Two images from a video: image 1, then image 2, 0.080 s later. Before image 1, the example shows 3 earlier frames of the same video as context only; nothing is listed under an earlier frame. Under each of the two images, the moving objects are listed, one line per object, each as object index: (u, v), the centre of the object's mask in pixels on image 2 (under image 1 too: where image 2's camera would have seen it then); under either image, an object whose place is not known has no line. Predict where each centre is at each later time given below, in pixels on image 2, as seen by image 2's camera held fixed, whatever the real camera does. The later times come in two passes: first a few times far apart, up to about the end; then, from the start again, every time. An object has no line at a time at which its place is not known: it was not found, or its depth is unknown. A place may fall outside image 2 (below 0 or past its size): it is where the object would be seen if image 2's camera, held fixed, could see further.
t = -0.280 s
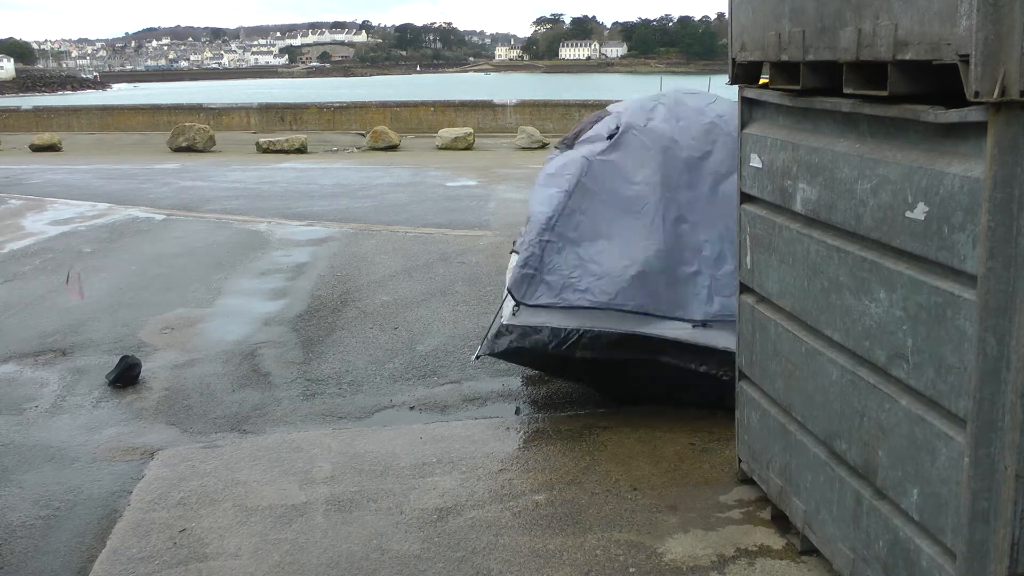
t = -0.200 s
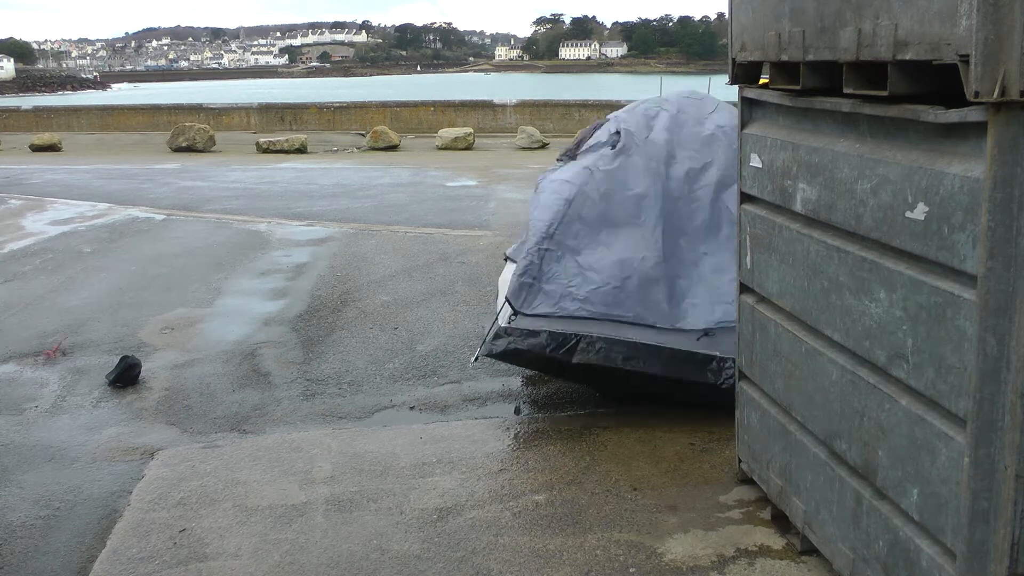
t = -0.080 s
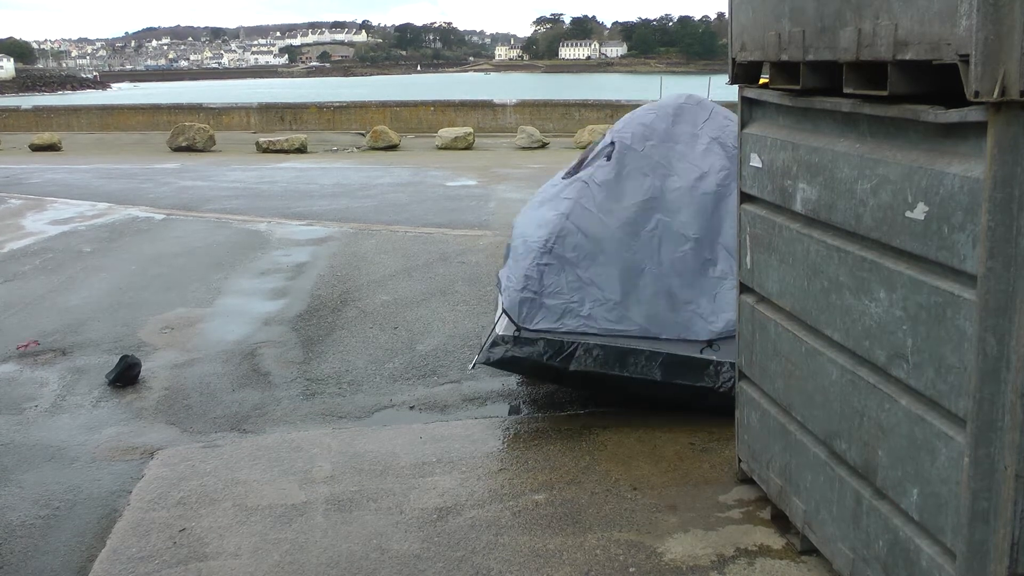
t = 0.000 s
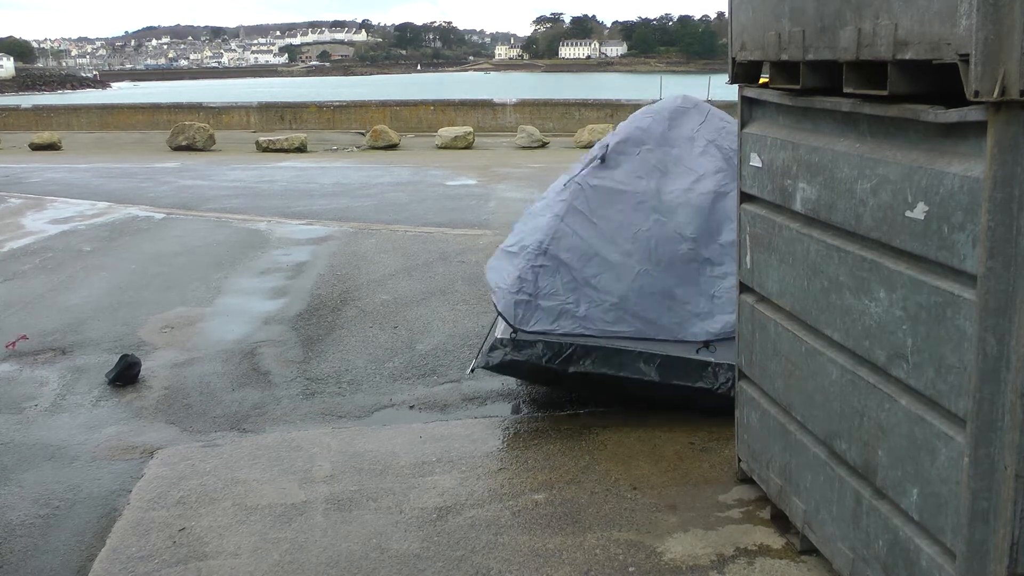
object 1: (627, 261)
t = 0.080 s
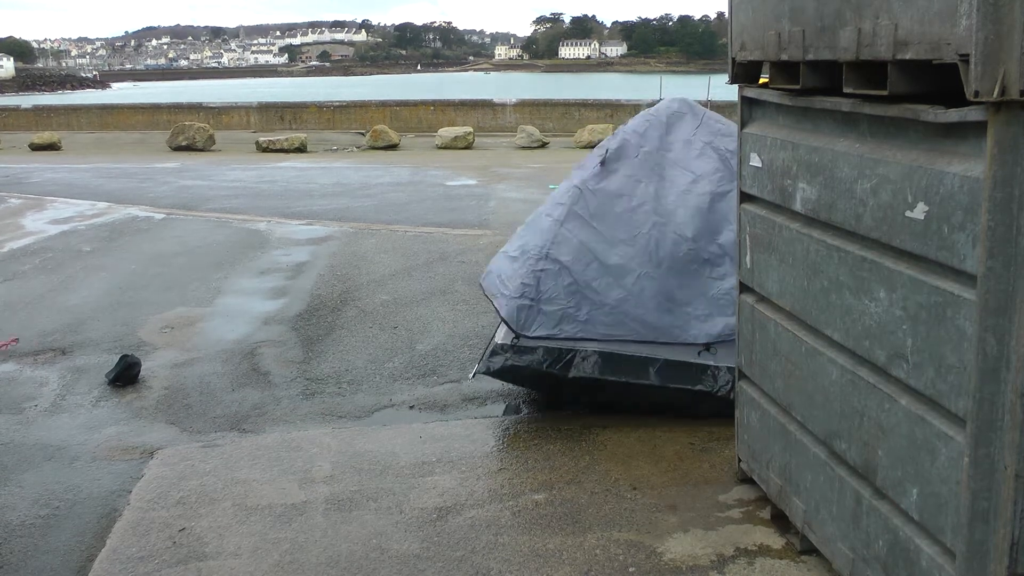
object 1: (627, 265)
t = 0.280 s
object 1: (629, 269)
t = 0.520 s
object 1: (629, 274)
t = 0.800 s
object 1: (631, 273)
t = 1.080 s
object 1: (633, 270)
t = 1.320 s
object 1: (632, 273)
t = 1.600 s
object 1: (631, 275)
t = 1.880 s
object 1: (633, 273)
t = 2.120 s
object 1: (633, 266)
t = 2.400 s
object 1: (637, 269)
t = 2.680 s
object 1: (637, 265)
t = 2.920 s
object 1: (635, 272)
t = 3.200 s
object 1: (633, 278)
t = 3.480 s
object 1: (632, 273)
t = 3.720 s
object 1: (632, 276)
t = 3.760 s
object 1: (632, 275)
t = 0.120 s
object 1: (627, 267)
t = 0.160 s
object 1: (629, 265)
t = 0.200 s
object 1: (628, 268)
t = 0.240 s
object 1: (628, 272)
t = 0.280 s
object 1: (629, 269)
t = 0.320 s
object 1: (628, 272)
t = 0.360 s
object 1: (629, 273)
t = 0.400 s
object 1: (629, 275)
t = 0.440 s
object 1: (629, 275)
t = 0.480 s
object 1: (629, 274)
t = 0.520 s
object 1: (629, 274)
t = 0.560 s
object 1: (630, 274)
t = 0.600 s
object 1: (630, 274)
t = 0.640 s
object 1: (631, 273)
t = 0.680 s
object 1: (630, 272)
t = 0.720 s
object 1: (630, 272)
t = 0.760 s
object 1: (630, 273)
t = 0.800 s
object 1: (631, 273)
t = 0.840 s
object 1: (632, 272)
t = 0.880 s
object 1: (632, 271)
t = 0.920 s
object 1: (631, 271)
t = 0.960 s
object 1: (631, 272)
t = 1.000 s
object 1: (632, 271)
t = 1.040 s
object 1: (633, 271)
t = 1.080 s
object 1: (633, 270)
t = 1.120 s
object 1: (632, 270)
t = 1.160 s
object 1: (632, 271)
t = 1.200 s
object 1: (632, 273)
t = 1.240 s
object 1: (632, 273)
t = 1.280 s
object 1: (632, 272)
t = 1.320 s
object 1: (632, 273)
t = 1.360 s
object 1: (632, 273)
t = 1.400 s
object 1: (632, 273)
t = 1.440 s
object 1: (632, 274)
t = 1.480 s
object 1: (632, 274)
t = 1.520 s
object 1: (631, 273)
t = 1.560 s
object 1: (631, 274)
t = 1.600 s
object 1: (631, 275)
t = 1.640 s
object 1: (633, 273)
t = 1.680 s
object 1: (633, 272)
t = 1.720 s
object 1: (631, 273)
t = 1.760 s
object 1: (631, 274)
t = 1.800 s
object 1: (632, 275)
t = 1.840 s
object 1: (633, 276)
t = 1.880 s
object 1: (633, 273)
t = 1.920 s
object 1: (633, 269)
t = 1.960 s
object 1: (633, 274)
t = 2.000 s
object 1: (632, 273)
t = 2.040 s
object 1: (631, 274)
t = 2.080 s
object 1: (631, 267)
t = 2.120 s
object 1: (633, 266)
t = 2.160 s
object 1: (635, 272)
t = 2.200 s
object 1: (635, 269)
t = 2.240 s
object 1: (635, 268)
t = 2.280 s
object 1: (634, 268)
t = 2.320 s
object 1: (634, 269)
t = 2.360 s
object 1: (635, 271)
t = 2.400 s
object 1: (637, 269)
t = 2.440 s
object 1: (637, 266)
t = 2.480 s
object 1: (637, 264)
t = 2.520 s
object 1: (636, 262)
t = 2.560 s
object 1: (636, 264)
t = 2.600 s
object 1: (636, 265)
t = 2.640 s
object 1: (637, 266)
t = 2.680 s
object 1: (637, 265)
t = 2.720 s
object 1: (636, 265)
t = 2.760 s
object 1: (635, 267)
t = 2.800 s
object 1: (635, 269)
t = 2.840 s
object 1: (635, 271)
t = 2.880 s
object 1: (635, 272)
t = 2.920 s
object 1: (635, 272)
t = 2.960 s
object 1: (634, 271)
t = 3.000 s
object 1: (633, 273)
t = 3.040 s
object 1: (633, 276)
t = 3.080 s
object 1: (634, 267)
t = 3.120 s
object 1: (634, 270)
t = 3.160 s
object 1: (634, 277)
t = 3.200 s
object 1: (633, 278)
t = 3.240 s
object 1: (632, 271)
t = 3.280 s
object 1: (632, 280)
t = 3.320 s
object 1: (634, 273)
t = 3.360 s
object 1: (633, 280)
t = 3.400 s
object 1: (633, 280)
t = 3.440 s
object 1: (631, 274)
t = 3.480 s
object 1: (632, 273)
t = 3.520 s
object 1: (632, 276)
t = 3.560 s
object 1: (633, 272)
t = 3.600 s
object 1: (631, 274)
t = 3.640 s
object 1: (631, 275)
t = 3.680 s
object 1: (631, 277)
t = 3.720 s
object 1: (632, 276)
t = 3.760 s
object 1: (632, 275)
